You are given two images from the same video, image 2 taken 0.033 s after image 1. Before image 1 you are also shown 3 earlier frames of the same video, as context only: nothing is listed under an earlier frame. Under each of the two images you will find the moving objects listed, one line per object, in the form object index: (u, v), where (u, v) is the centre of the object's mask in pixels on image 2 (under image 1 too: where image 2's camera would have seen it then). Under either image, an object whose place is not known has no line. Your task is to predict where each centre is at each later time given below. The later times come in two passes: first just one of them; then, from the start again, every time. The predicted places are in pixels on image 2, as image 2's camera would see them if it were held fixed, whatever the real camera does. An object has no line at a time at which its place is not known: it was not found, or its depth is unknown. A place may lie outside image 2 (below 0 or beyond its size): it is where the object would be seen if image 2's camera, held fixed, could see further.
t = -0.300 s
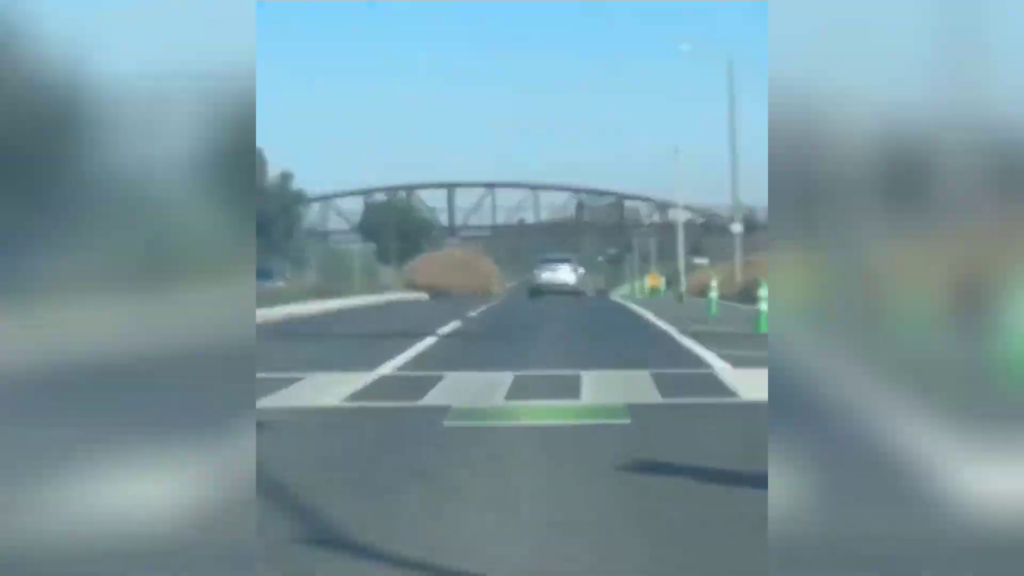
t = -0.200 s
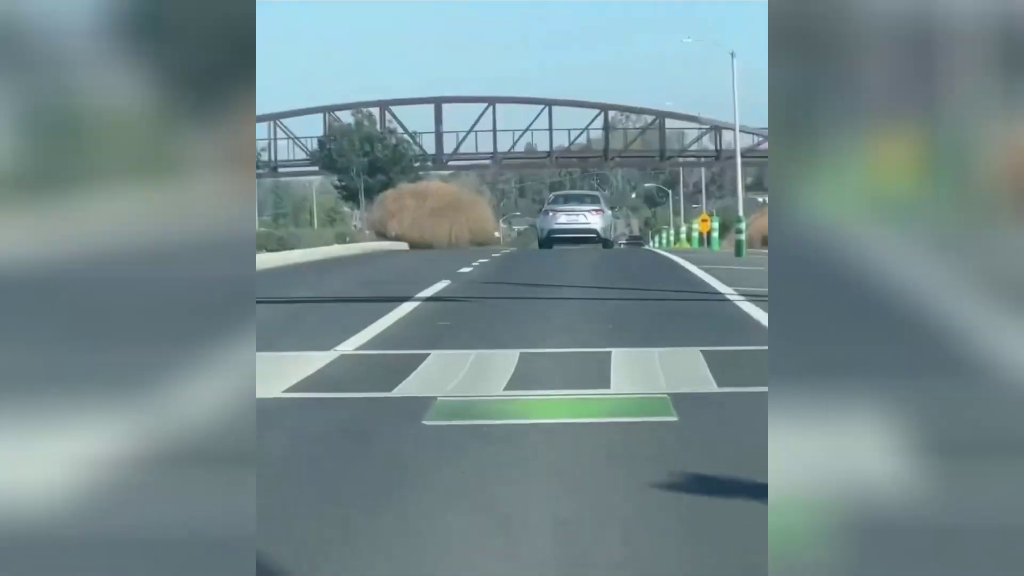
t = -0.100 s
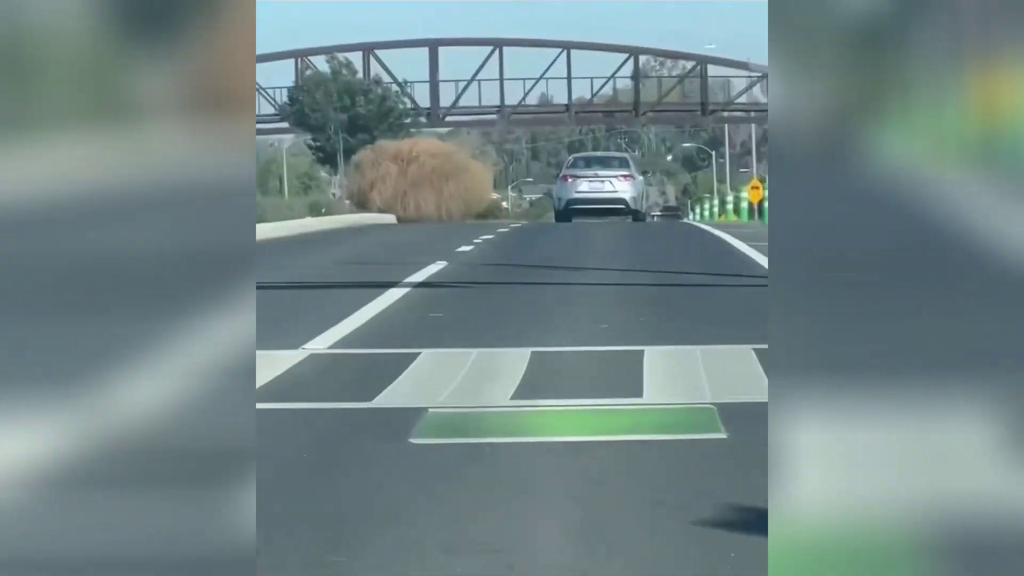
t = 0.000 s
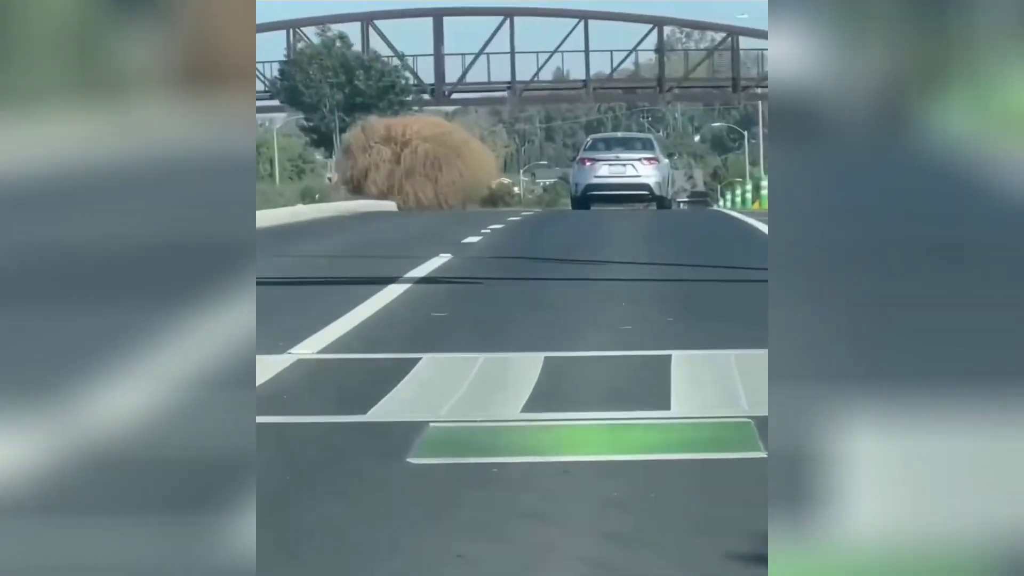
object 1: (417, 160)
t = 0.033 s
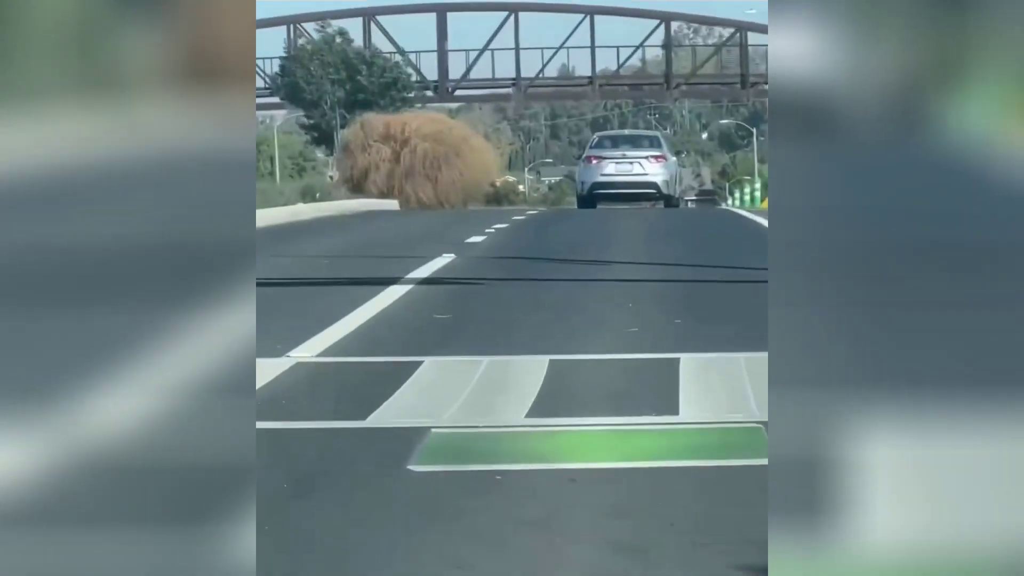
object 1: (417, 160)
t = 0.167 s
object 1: (407, 158)
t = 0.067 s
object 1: (415, 159)
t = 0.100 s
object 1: (412, 159)
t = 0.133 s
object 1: (410, 158)
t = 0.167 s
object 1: (407, 158)
